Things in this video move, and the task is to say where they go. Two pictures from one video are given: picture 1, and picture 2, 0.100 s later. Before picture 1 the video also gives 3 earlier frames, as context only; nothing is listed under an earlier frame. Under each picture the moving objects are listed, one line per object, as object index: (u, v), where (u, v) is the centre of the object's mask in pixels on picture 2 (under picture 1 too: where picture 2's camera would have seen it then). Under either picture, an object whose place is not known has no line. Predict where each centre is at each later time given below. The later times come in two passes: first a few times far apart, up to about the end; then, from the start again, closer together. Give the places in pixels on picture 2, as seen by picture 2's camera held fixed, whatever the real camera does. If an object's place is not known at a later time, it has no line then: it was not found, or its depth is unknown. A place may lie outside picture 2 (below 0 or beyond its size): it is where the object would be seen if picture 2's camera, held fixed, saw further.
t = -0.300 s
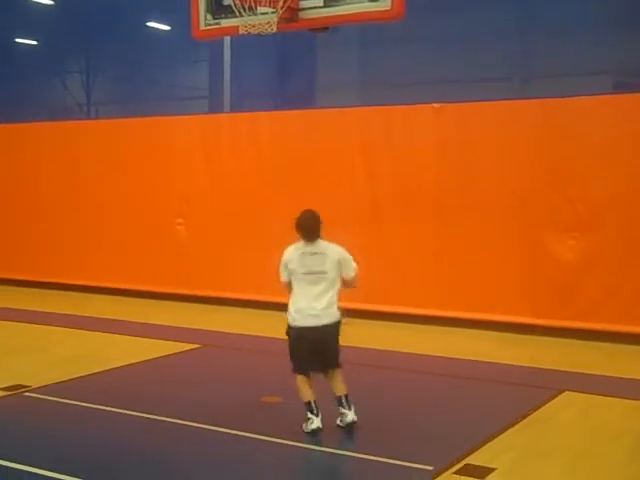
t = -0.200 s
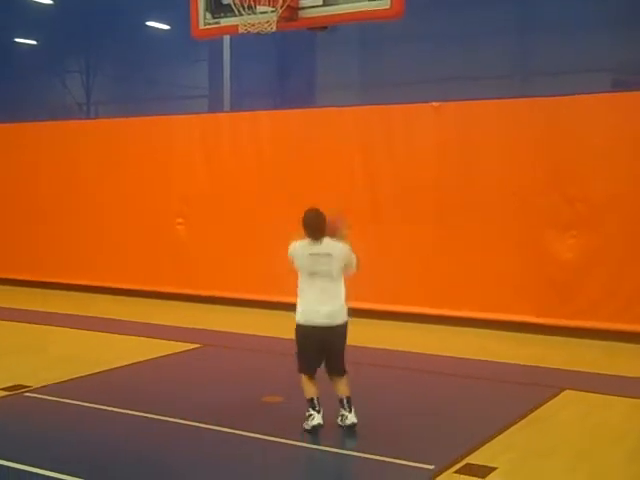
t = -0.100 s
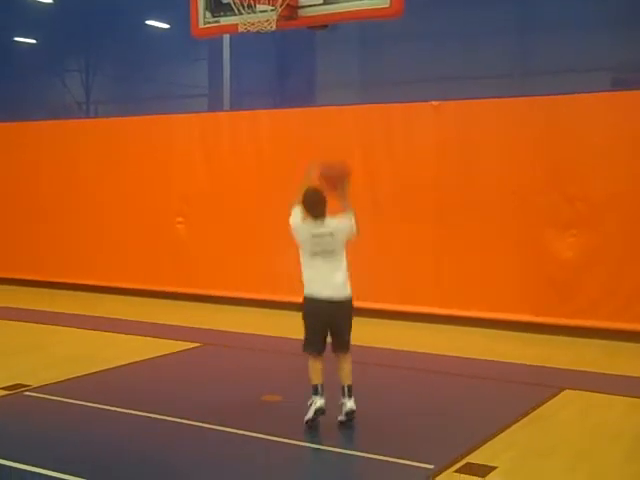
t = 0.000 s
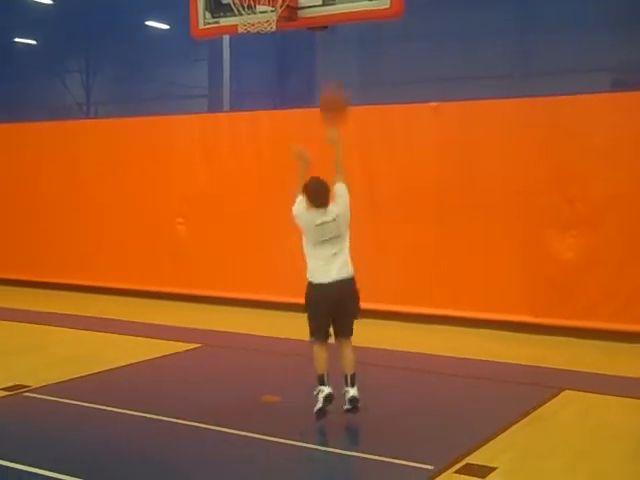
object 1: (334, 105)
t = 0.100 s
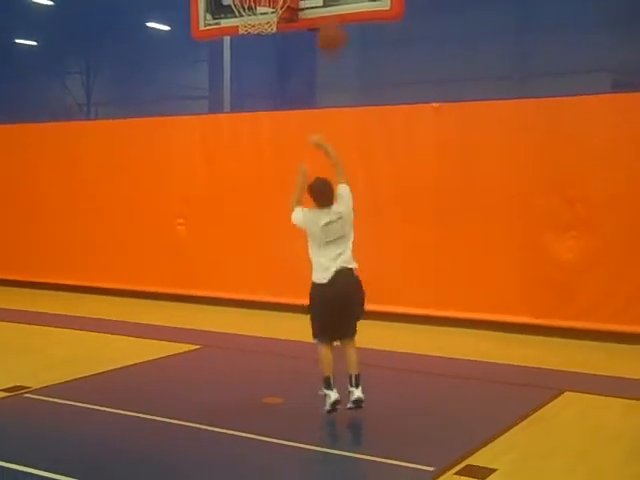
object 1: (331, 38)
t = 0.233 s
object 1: (300, 9)
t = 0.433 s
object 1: (260, 39)
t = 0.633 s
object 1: (214, 141)
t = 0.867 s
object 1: (148, 366)
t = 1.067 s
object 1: (122, 346)
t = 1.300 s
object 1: (114, 207)
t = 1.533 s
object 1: (104, 151)
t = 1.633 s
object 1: (100, 156)
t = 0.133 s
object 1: (329, 20)
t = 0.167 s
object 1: (321, 15)
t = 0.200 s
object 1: (311, 11)
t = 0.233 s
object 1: (300, 9)
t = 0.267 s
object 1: (294, 9)
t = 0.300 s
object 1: (288, 9)
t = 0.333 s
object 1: (283, 12)
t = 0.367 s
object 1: (276, 18)
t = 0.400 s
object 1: (266, 28)
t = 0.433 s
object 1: (260, 39)
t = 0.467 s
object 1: (253, 48)
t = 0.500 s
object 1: (245, 62)
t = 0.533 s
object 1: (238, 78)
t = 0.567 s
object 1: (229, 94)
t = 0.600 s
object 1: (223, 115)
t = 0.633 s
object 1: (214, 141)
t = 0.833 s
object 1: (159, 318)
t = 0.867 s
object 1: (148, 366)
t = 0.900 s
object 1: (135, 410)
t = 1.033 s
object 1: (123, 368)
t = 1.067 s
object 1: (122, 346)
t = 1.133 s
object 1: (120, 296)
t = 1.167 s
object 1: (120, 274)
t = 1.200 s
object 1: (118, 255)
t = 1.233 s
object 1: (117, 237)
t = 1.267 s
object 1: (116, 220)
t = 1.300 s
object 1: (114, 207)
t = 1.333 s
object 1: (113, 192)
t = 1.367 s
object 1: (111, 182)
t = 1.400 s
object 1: (108, 171)
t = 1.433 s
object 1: (107, 163)
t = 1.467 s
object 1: (106, 158)
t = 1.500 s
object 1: (105, 153)
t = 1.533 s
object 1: (104, 151)
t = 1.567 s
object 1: (103, 151)
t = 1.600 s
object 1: (101, 153)
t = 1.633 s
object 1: (100, 156)
